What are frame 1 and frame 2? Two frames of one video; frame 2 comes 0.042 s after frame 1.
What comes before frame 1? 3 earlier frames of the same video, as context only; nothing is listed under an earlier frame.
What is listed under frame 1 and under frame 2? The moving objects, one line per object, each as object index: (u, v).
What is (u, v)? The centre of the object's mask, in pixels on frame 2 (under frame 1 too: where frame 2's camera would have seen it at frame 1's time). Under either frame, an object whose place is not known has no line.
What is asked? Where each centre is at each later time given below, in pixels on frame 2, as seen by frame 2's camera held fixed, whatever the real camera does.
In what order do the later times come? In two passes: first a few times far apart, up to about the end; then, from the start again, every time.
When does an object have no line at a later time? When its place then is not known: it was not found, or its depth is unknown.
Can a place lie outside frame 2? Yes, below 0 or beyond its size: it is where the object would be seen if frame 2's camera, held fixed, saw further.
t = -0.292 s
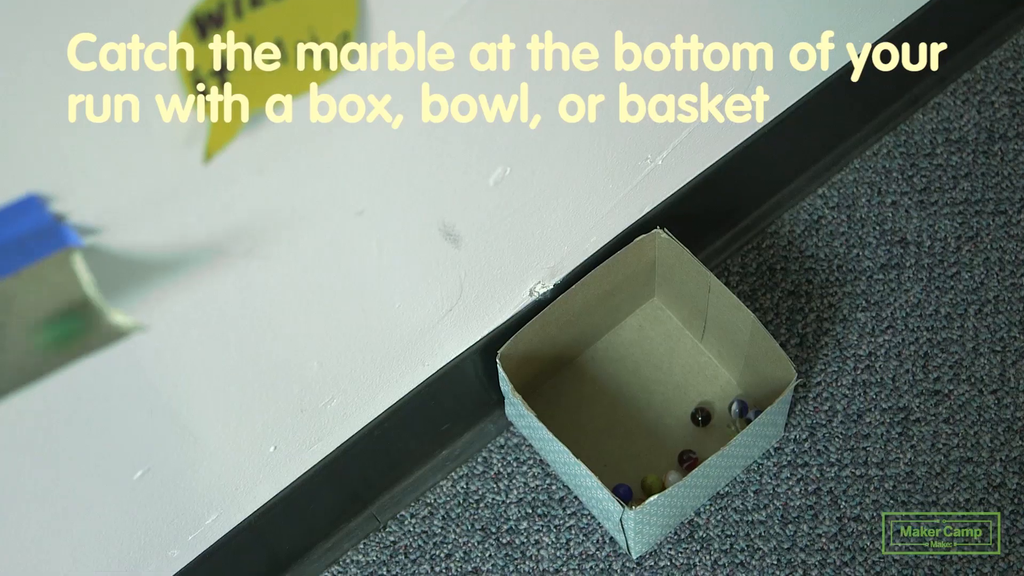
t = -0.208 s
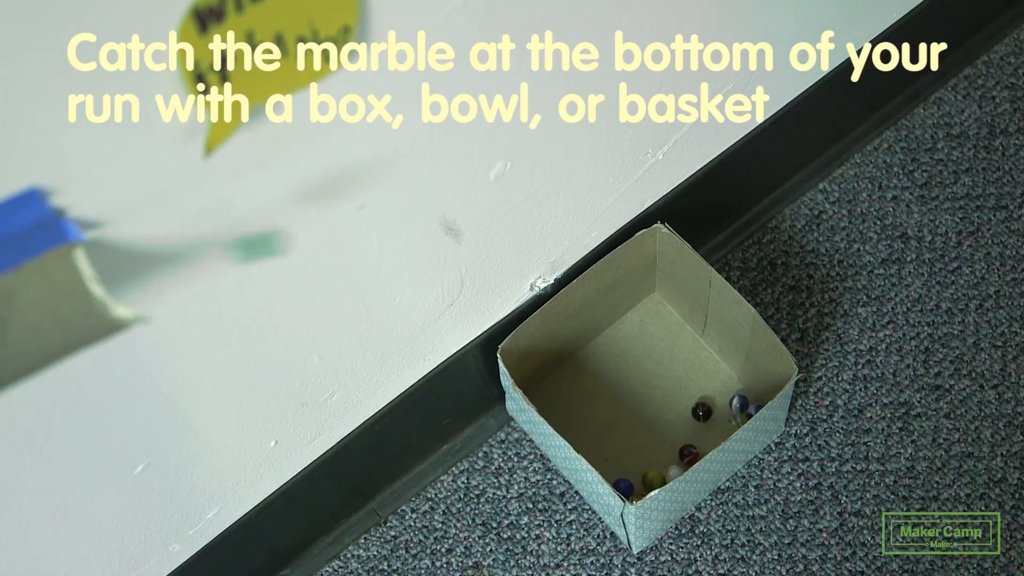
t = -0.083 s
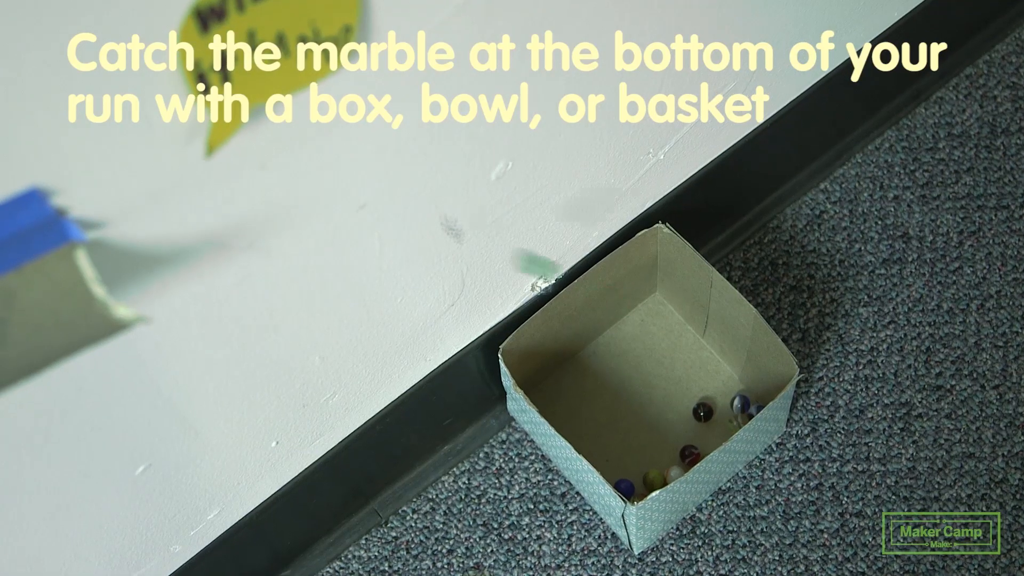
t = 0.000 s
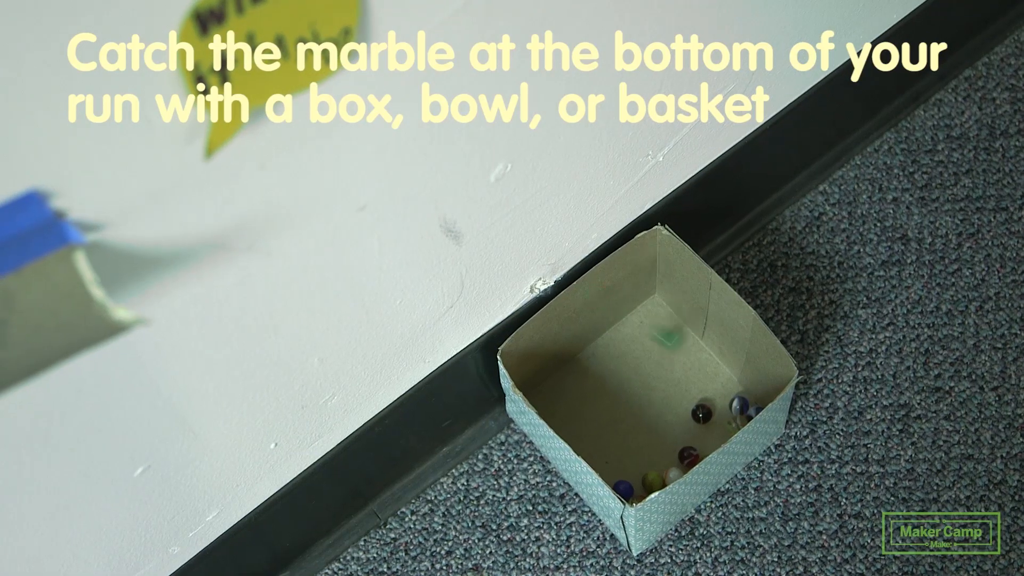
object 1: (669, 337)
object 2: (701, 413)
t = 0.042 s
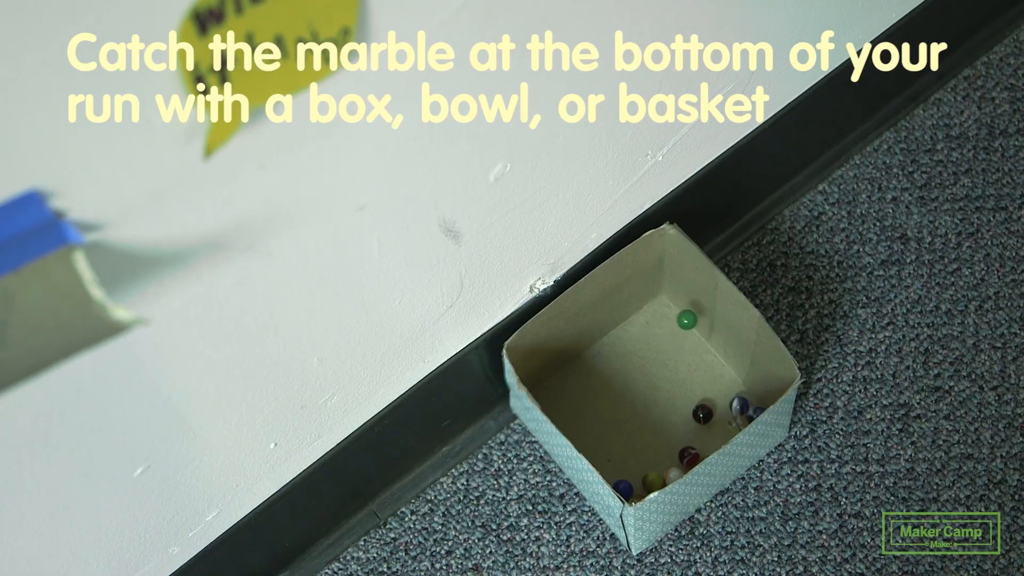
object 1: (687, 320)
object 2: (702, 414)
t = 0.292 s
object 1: (663, 434)
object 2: (716, 416)
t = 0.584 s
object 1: (654, 354)
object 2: (723, 415)
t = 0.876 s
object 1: (621, 377)
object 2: (723, 415)
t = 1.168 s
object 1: (629, 430)
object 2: (723, 415)
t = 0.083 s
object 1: (681, 324)
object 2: (704, 414)
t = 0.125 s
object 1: (674, 342)
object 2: (705, 415)
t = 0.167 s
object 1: (667, 374)
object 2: (707, 415)
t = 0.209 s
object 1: (661, 415)
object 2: (710, 416)
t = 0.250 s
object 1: (656, 462)
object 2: (713, 416)
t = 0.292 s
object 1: (663, 434)
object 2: (716, 416)
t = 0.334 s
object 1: (679, 400)
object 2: (719, 416)
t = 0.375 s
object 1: (696, 369)
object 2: (721, 416)
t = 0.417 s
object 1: (703, 348)
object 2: (722, 415)
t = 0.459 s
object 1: (687, 354)
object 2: (723, 415)
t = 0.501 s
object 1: (675, 354)
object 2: (723, 415)
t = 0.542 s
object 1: (664, 353)
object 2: (723, 415)
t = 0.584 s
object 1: (654, 354)
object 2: (723, 415)
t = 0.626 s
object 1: (647, 354)
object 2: (723, 416)
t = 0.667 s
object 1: (640, 355)
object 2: (723, 416)
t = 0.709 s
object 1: (633, 358)
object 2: (723, 415)
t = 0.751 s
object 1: (628, 361)
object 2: (723, 415)
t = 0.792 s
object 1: (625, 365)
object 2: (723, 415)
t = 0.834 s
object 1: (622, 370)
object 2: (723, 415)
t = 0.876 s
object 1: (621, 377)
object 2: (723, 415)
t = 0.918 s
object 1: (620, 384)
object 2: (723, 415)
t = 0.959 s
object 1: (619, 392)
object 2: (723, 415)
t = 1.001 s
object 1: (619, 400)
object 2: (723, 415)
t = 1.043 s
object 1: (619, 409)
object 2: (723, 415)
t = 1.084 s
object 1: (621, 418)
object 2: (723, 415)
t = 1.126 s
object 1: (624, 426)
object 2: (723, 415)
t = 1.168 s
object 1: (629, 430)
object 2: (723, 415)
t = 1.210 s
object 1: (635, 435)
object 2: (723, 415)
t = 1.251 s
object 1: (641, 440)
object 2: (723, 415)
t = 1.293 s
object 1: (648, 445)
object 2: (723, 415)
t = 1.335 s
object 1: (654, 450)
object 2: (723, 415)
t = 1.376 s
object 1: (657, 452)
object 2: (723, 415)
